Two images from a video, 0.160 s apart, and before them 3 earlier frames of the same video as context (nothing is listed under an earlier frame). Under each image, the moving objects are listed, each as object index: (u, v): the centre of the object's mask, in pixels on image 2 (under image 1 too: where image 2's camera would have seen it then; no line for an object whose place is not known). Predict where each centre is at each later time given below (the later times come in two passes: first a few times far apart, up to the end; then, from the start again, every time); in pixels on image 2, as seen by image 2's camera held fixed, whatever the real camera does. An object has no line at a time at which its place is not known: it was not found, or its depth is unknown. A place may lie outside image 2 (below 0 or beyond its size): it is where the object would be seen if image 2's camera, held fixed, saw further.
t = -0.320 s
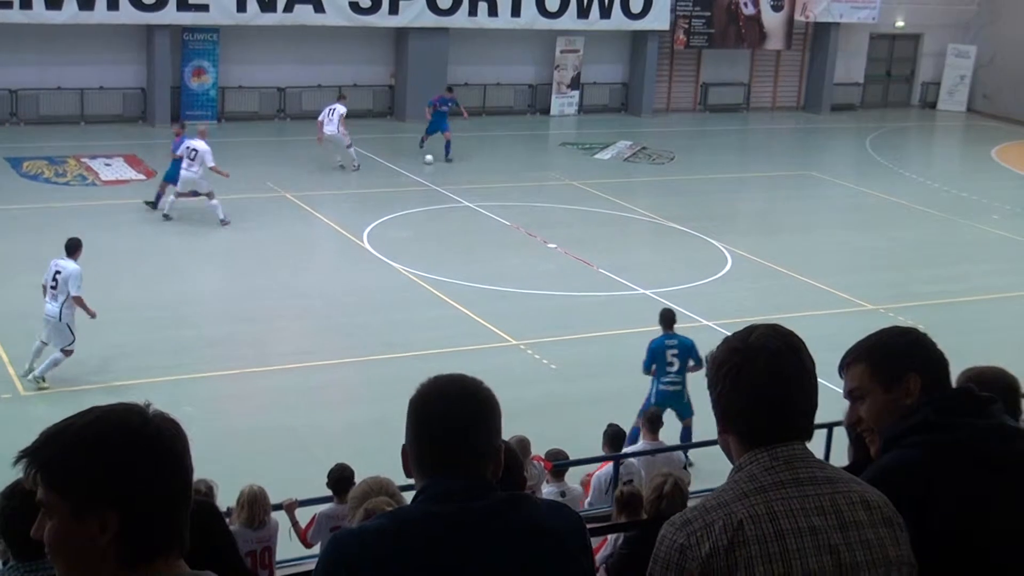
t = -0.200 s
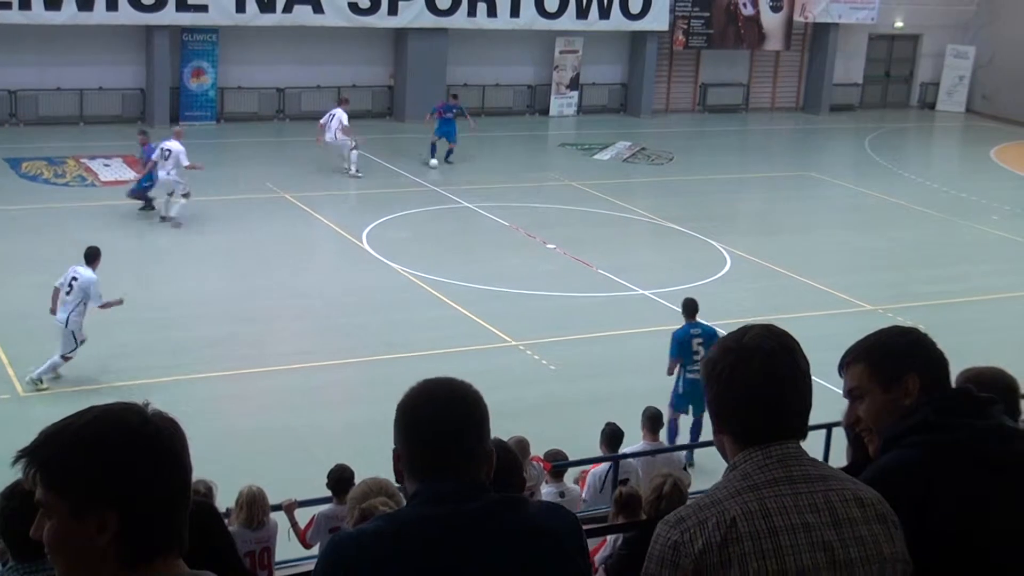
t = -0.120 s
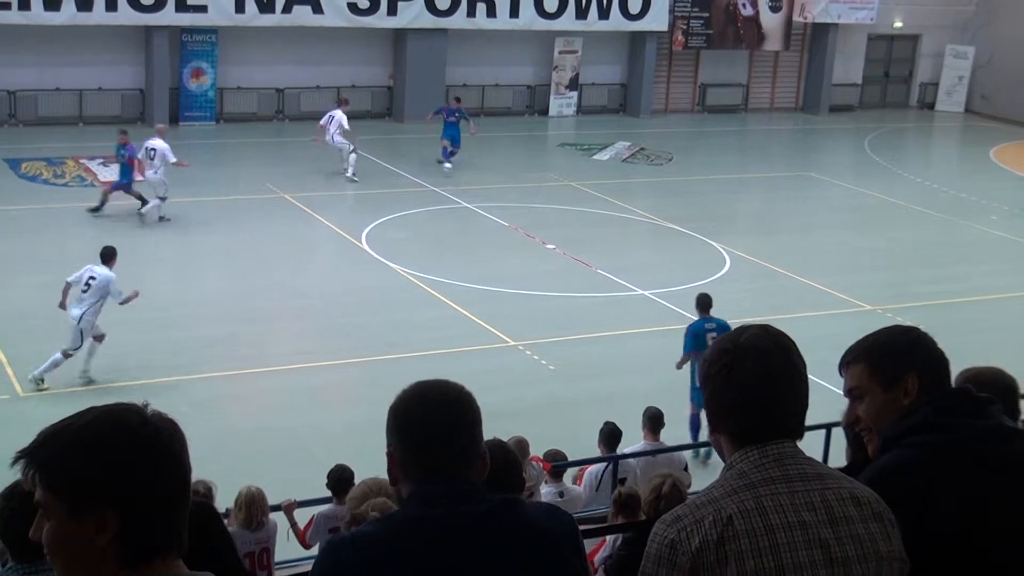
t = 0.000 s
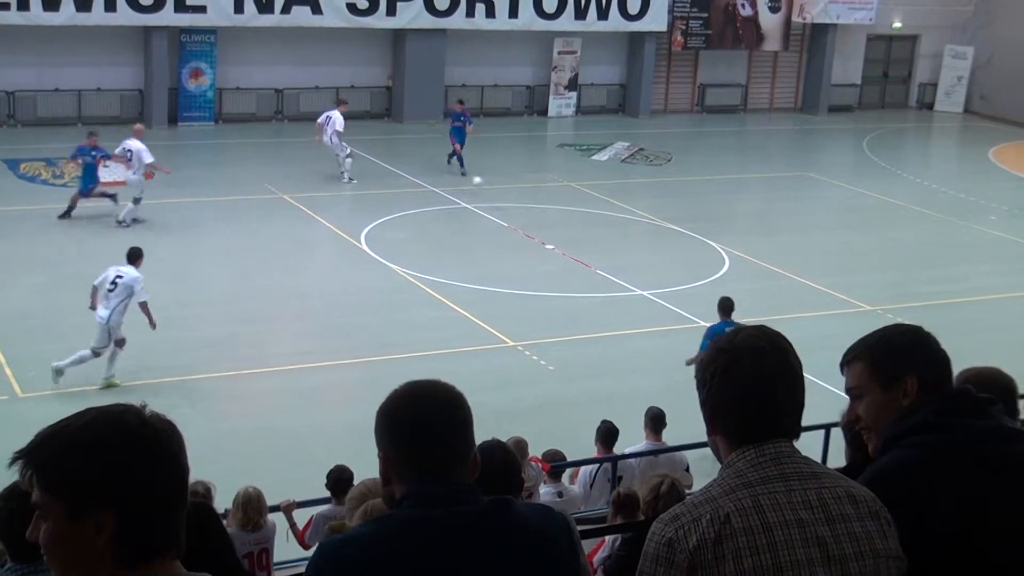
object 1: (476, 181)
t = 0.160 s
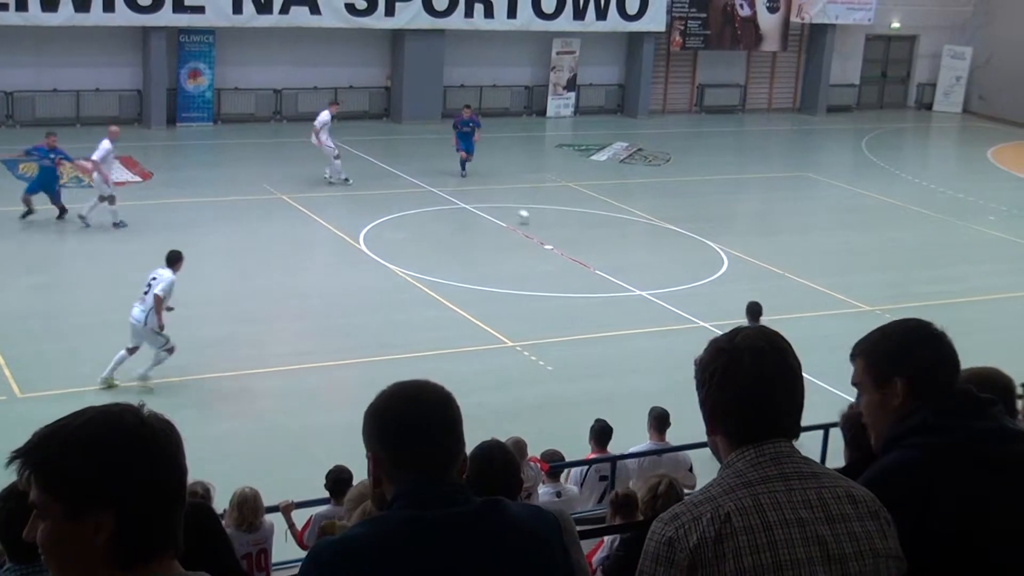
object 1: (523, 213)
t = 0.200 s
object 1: (536, 225)
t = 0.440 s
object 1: (615, 266)
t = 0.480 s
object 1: (628, 273)
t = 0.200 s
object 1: (536, 225)
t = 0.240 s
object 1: (548, 229)
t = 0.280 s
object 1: (560, 234)
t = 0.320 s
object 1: (574, 241)
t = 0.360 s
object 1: (587, 251)
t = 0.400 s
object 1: (601, 262)
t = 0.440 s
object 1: (615, 266)
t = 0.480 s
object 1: (628, 273)
